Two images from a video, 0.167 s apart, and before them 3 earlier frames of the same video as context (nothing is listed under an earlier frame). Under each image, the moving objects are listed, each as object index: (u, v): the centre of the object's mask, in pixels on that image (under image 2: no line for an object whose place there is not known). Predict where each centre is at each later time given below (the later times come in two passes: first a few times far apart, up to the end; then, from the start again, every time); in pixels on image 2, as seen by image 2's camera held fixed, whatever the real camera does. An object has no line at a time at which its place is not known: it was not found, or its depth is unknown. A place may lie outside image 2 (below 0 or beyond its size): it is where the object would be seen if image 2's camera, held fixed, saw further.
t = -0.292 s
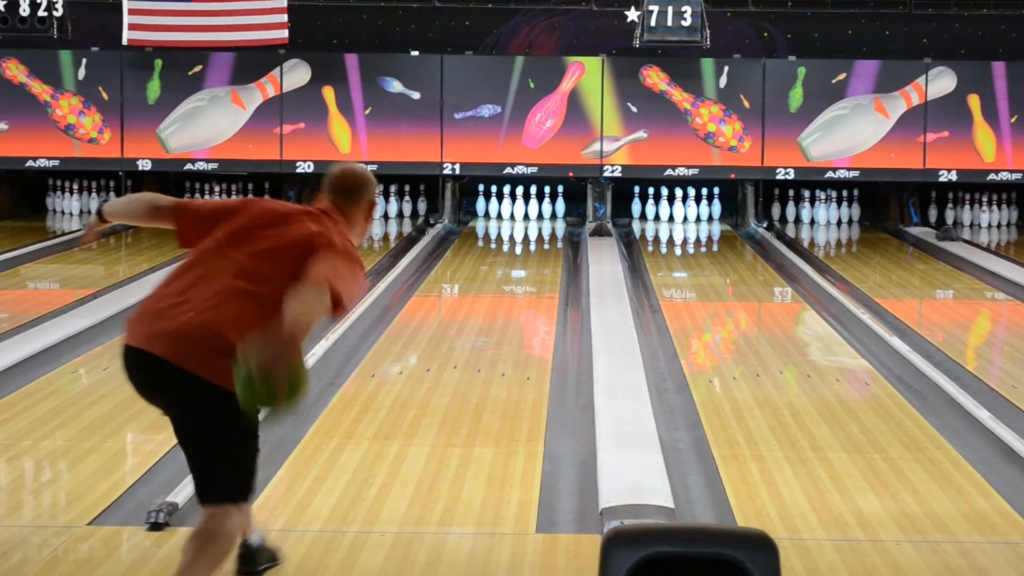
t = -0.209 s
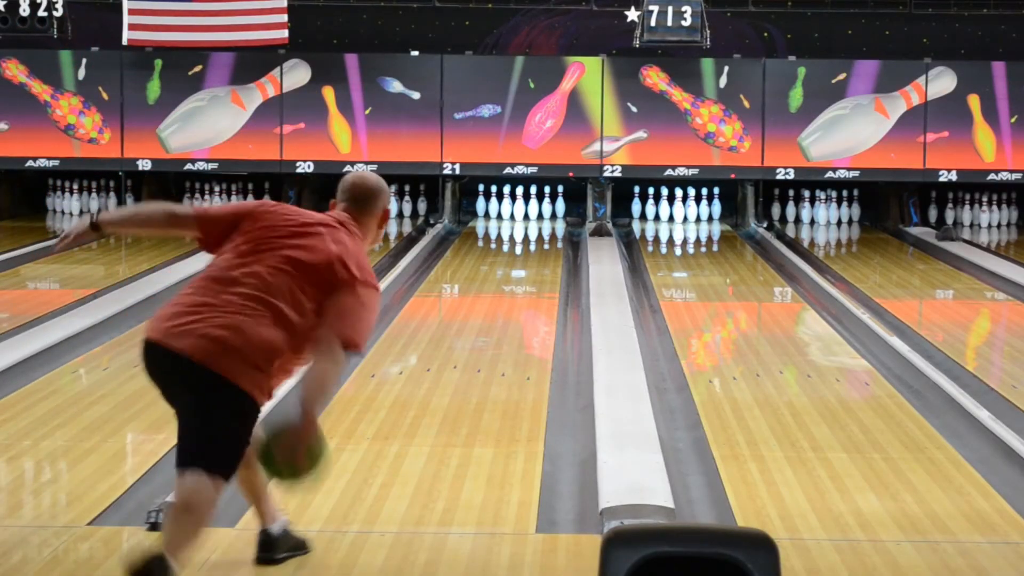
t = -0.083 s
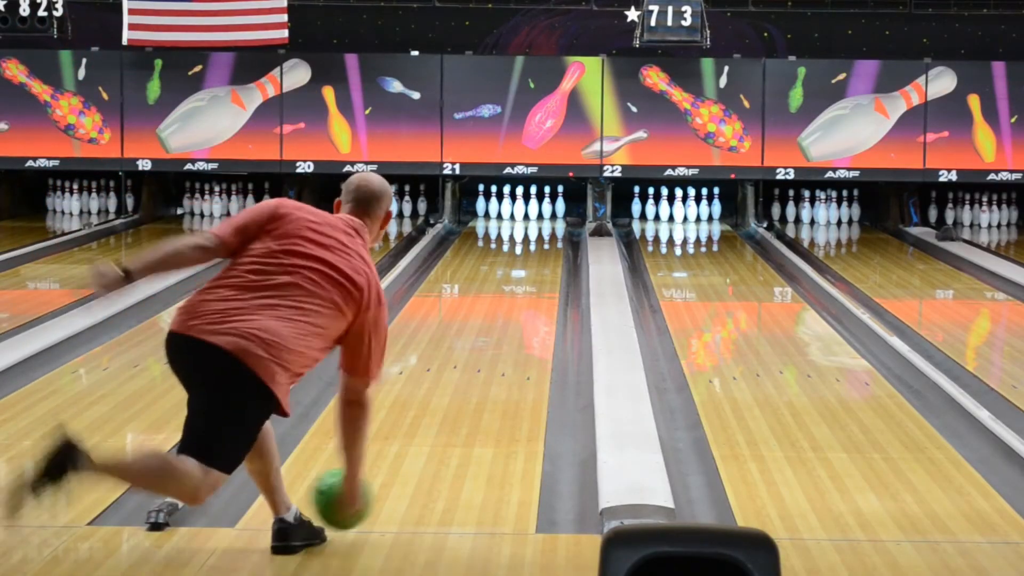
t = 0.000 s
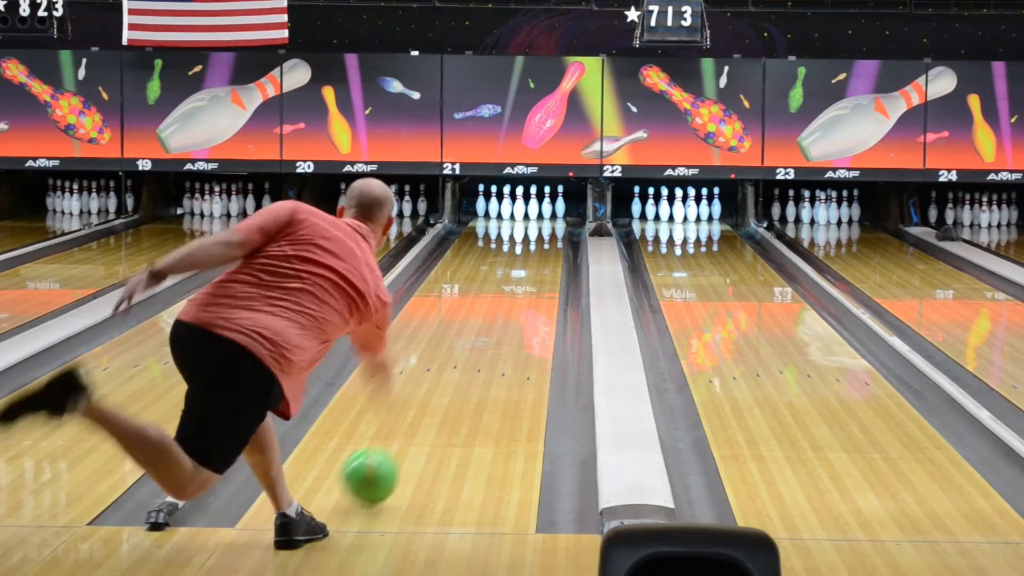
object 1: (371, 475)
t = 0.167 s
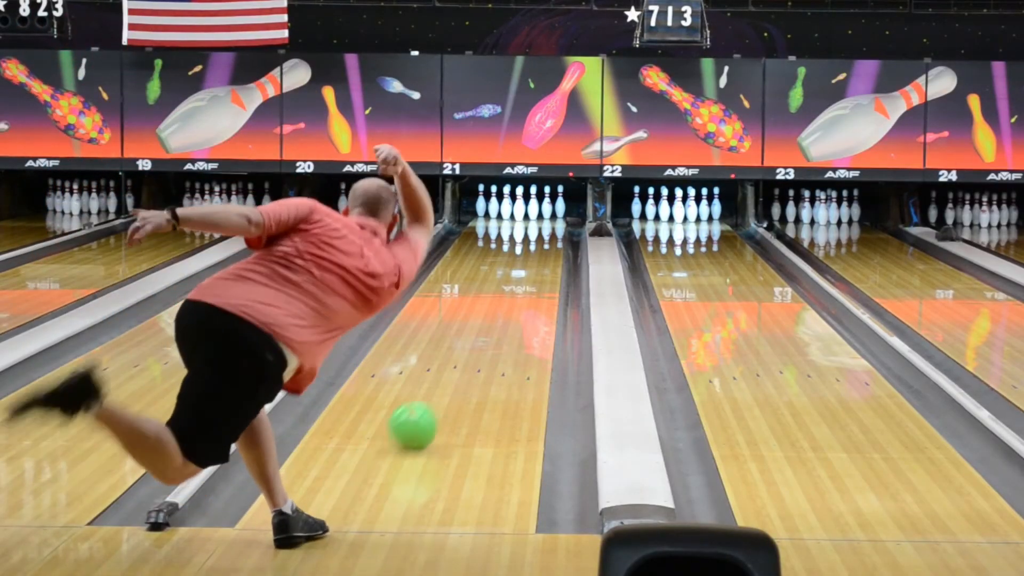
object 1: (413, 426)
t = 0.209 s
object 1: (422, 414)
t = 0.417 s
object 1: (458, 366)
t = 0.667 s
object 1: (489, 326)
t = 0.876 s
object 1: (507, 300)
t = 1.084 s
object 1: (522, 279)
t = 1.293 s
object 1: (533, 262)
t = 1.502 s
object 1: (539, 248)
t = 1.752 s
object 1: (542, 233)
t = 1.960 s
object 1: (537, 224)
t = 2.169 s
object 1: (527, 216)
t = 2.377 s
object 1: (518, 210)
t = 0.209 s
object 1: (422, 414)
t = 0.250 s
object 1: (430, 403)
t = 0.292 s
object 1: (438, 393)
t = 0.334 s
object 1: (445, 383)
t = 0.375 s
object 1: (452, 375)
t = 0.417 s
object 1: (458, 366)
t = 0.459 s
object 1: (464, 359)
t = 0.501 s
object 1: (470, 351)
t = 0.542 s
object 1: (475, 345)
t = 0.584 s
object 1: (480, 338)
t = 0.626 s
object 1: (485, 332)
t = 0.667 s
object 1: (489, 326)
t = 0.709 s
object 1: (493, 320)
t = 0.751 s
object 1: (497, 315)
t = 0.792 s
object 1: (500, 309)
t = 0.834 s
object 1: (504, 305)
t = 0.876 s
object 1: (507, 300)
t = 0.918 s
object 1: (511, 295)
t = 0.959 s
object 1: (514, 291)
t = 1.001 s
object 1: (516, 287)
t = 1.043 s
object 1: (519, 283)
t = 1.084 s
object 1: (522, 279)
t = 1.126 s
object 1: (524, 275)
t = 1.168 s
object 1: (526, 272)
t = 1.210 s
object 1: (528, 268)
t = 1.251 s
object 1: (530, 265)
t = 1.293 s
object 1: (533, 262)
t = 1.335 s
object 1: (534, 259)
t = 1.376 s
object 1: (535, 256)
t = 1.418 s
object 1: (537, 253)
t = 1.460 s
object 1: (538, 250)
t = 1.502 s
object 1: (539, 248)
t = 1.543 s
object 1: (540, 245)
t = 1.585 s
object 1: (541, 243)
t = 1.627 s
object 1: (542, 240)
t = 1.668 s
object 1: (542, 238)
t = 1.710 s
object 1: (542, 235)
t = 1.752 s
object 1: (542, 233)
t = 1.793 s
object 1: (541, 231)
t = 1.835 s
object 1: (541, 229)
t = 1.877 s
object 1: (540, 227)
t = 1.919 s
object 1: (538, 225)
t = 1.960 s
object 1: (537, 224)
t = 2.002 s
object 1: (535, 222)
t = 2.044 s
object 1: (533, 220)
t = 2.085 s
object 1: (532, 219)
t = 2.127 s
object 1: (530, 218)
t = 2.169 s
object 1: (527, 216)
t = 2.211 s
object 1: (525, 214)
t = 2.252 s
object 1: (522, 212)
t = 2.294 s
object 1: (522, 212)
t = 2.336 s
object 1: (521, 211)
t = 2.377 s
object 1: (518, 210)
